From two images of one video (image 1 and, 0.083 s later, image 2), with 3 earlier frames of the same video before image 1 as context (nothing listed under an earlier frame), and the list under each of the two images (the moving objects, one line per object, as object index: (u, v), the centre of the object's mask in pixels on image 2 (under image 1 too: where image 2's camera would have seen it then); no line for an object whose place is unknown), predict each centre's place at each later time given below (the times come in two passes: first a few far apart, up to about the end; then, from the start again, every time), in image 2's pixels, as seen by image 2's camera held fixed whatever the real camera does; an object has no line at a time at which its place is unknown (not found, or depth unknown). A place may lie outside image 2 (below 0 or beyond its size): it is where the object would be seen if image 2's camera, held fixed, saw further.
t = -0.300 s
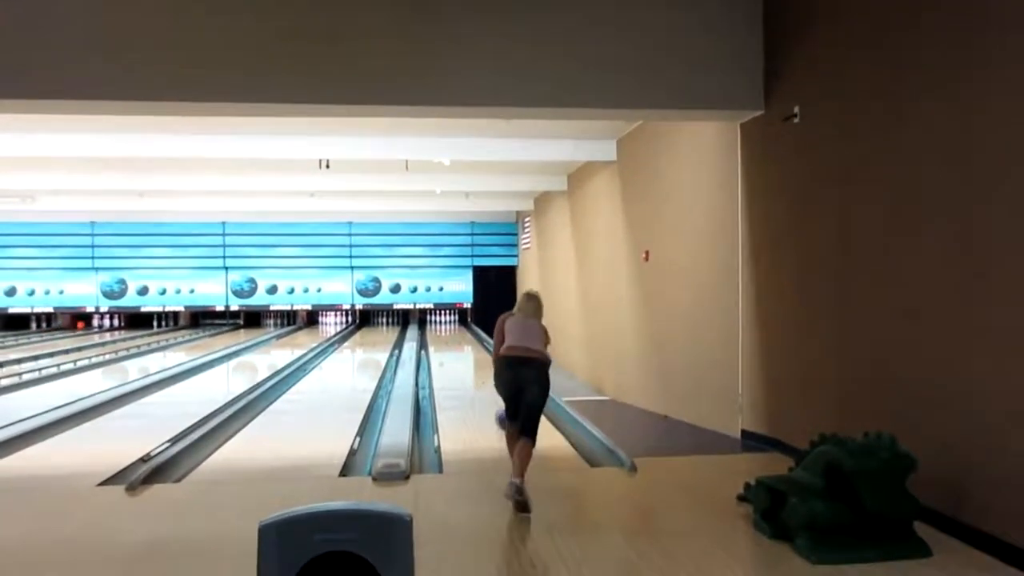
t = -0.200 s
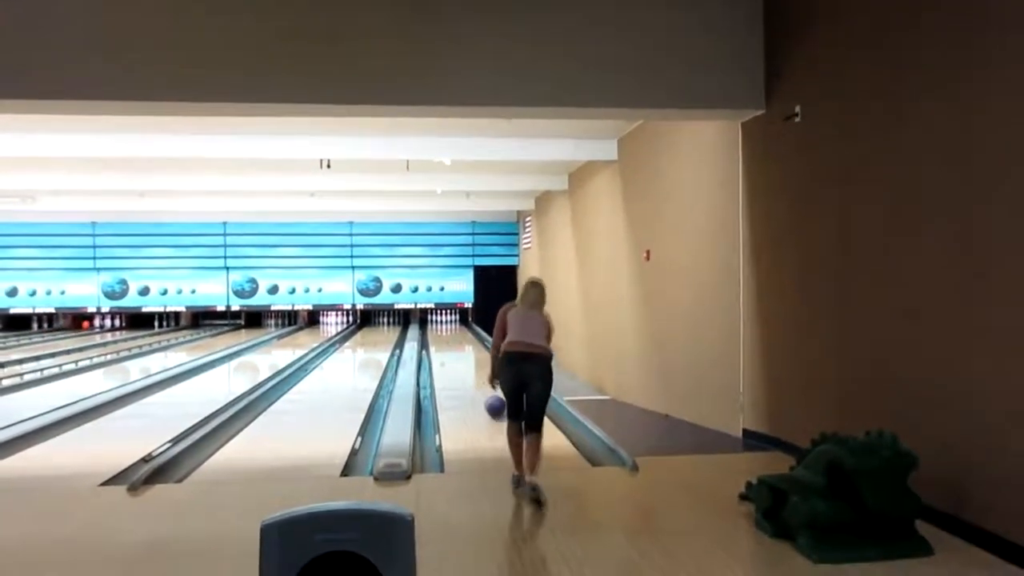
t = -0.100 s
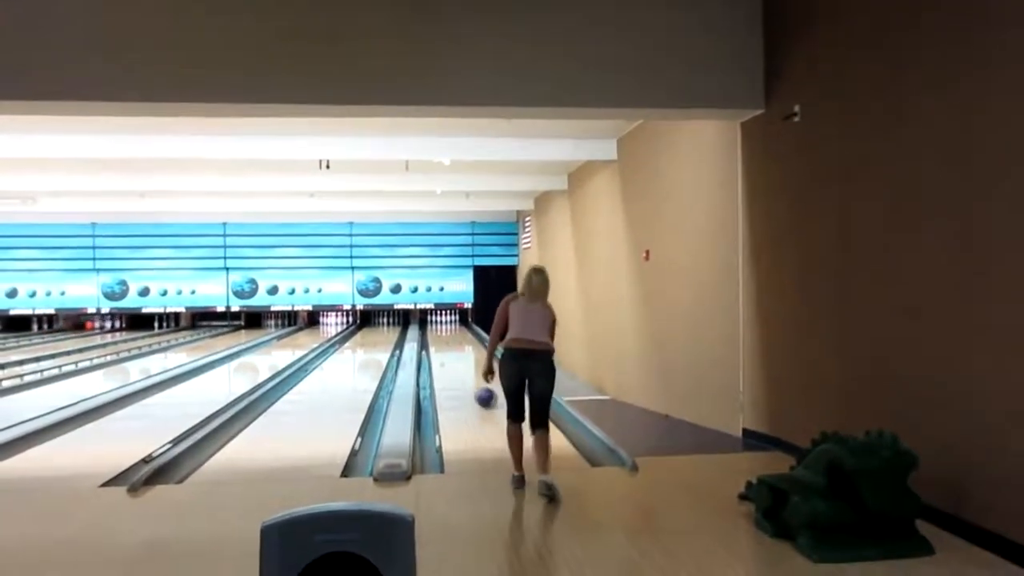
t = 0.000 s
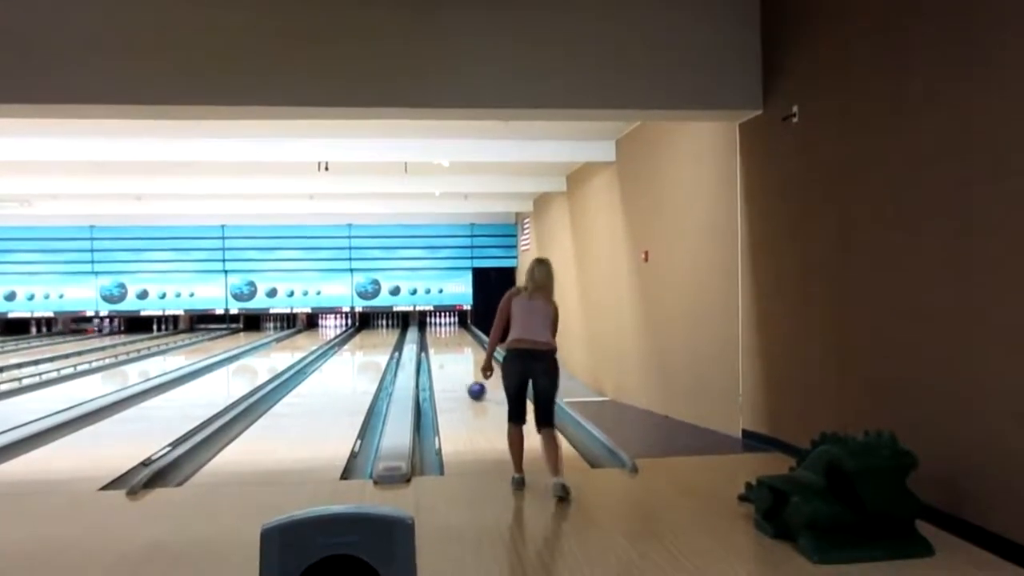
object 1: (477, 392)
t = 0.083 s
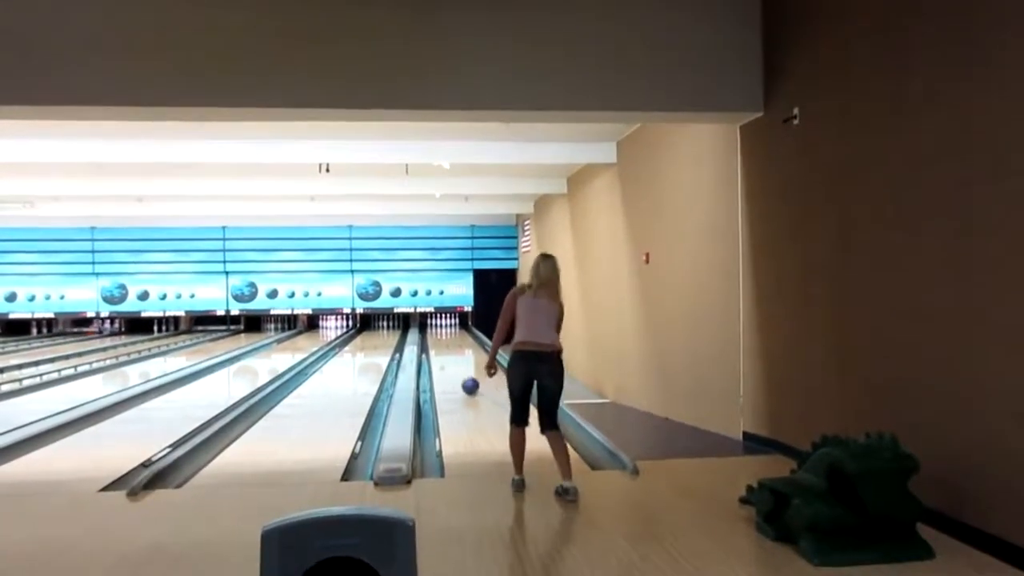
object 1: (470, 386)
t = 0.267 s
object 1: (458, 374)
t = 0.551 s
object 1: (444, 360)
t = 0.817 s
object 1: (434, 351)
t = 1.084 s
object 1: (427, 345)
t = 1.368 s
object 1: (422, 340)
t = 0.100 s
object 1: (469, 384)
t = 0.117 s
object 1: (468, 383)
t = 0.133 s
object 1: (467, 382)
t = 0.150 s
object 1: (465, 381)
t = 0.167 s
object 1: (464, 380)
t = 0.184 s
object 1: (463, 379)
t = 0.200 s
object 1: (462, 378)
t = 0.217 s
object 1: (461, 377)
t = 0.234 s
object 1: (460, 376)
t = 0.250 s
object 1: (459, 375)
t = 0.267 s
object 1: (458, 374)
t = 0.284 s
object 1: (457, 373)
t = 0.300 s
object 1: (456, 372)
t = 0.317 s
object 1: (455, 371)
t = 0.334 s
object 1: (454, 370)
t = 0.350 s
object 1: (454, 370)
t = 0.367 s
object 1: (453, 369)
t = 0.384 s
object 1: (452, 367)
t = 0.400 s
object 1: (451, 367)
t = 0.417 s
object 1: (450, 366)
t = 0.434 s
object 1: (449, 366)
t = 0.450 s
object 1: (449, 364)
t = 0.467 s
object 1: (448, 364)
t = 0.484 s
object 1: (447, 363)
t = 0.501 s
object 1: (446, 362)
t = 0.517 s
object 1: (446, 362)
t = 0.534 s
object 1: (445, 361)
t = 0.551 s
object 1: (444, 360)
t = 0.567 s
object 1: (443, 360)
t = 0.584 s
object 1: (443, 359)
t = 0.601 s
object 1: (442, 358)
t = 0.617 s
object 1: (441, 358)
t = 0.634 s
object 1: (441, 357)
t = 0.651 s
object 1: (440, 356)
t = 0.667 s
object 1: (440, 356)
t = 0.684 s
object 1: (439, 355)
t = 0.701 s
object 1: (438, 355)
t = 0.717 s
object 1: (438, 354)
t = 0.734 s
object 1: (437, 354)
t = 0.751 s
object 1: (436, 353)
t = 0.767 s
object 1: (436, 353)
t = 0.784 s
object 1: (436, 352)
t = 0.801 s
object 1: (435, 351)
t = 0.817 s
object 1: (434, 351)
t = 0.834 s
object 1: (434, 350)
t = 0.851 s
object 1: (434, 350)
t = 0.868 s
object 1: (433, 349)
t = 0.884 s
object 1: (432, 349)
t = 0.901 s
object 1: (432, 349)
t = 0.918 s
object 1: (431, 348)
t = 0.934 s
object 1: (431, 348)
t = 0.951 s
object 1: (431, 348)
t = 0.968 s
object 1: (431, 347)
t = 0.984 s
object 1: (429, 346)
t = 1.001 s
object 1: (429, 346)
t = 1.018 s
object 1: (428, 345)
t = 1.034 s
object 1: (428, 346)
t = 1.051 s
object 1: (428, 345)
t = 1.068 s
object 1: (427, 345)
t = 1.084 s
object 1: (427, 345)
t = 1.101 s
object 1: (426, 345)
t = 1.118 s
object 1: (425, 344)
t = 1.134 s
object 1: (425, 344)
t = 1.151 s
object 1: (424, 344)
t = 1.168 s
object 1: (423, 344)
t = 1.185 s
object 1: (423, 343)
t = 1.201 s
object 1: (423, 344)
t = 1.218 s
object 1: (423, 343)
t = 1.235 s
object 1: (423, 343)
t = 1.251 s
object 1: (423, 342)
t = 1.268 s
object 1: (423, 342)
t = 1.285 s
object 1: (423, 343)
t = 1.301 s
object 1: (423, 342)
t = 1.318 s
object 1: (423, 342)
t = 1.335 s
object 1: (423, 341)
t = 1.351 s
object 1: (423, 341)
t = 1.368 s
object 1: (422, 340)
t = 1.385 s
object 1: (422, 340)
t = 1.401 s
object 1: (422, 340)
